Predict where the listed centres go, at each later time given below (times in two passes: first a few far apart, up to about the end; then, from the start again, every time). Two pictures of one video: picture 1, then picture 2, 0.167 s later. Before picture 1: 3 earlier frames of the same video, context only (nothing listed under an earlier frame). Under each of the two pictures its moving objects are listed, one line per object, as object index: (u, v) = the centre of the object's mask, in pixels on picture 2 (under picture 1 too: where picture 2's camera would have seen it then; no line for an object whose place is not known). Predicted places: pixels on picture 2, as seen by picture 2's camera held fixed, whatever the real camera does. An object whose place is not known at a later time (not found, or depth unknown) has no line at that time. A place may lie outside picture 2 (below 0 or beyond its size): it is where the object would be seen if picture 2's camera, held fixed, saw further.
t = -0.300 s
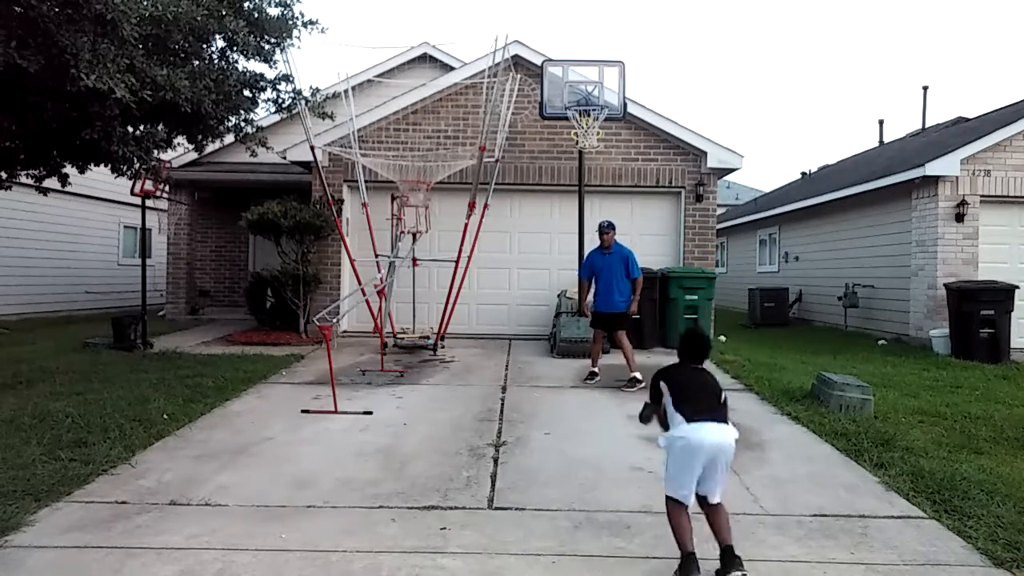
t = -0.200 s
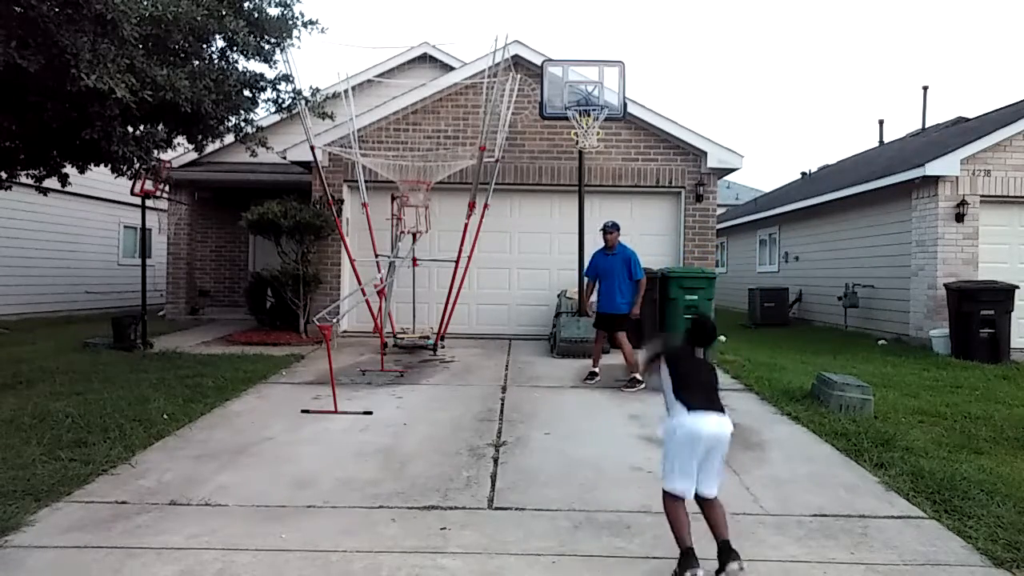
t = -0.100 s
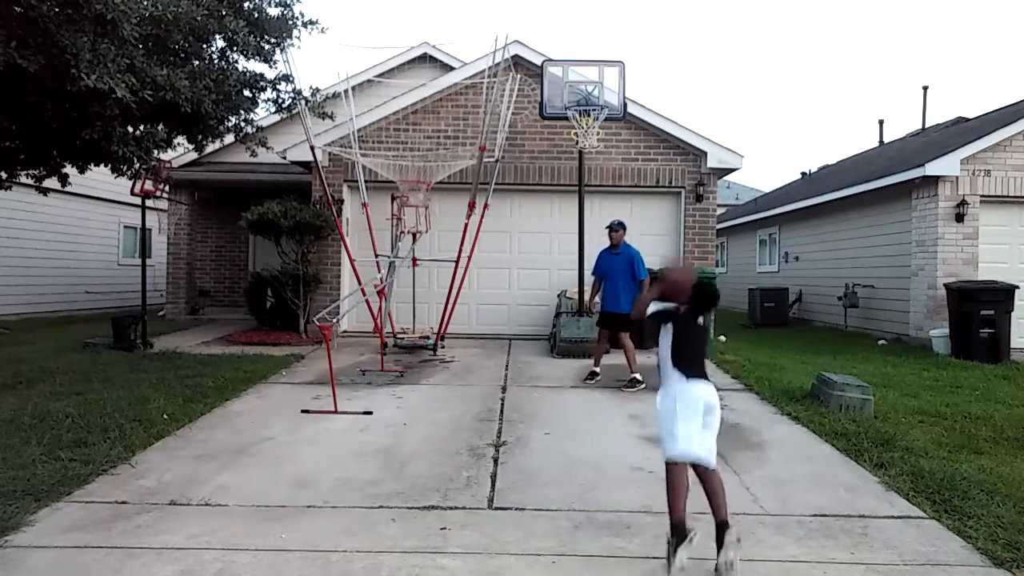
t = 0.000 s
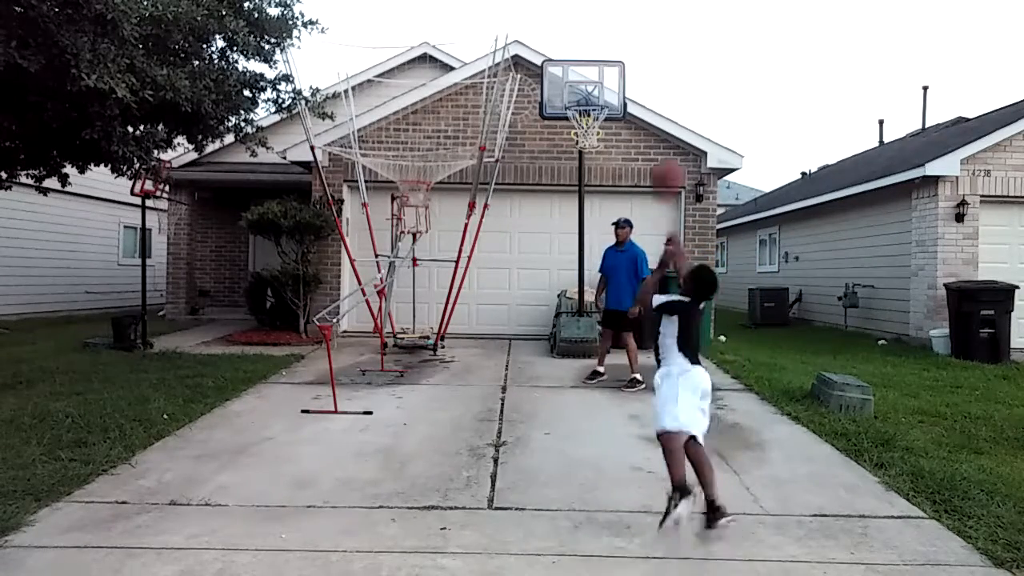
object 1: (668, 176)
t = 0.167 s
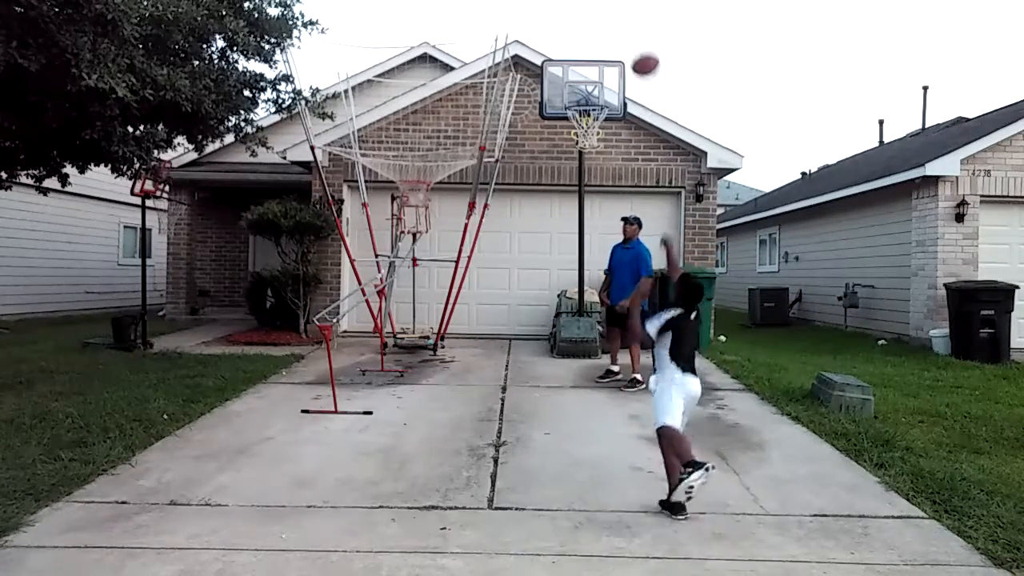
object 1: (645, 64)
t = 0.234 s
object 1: (638, 38)
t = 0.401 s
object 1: (623, 6)
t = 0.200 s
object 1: (642, 50)
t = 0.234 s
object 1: (638, 38)
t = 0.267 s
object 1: (635, 27)
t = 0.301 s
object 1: (632, 18)
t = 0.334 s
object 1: (629, 11)
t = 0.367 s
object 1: (626, 8)
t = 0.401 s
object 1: (623, 6)
